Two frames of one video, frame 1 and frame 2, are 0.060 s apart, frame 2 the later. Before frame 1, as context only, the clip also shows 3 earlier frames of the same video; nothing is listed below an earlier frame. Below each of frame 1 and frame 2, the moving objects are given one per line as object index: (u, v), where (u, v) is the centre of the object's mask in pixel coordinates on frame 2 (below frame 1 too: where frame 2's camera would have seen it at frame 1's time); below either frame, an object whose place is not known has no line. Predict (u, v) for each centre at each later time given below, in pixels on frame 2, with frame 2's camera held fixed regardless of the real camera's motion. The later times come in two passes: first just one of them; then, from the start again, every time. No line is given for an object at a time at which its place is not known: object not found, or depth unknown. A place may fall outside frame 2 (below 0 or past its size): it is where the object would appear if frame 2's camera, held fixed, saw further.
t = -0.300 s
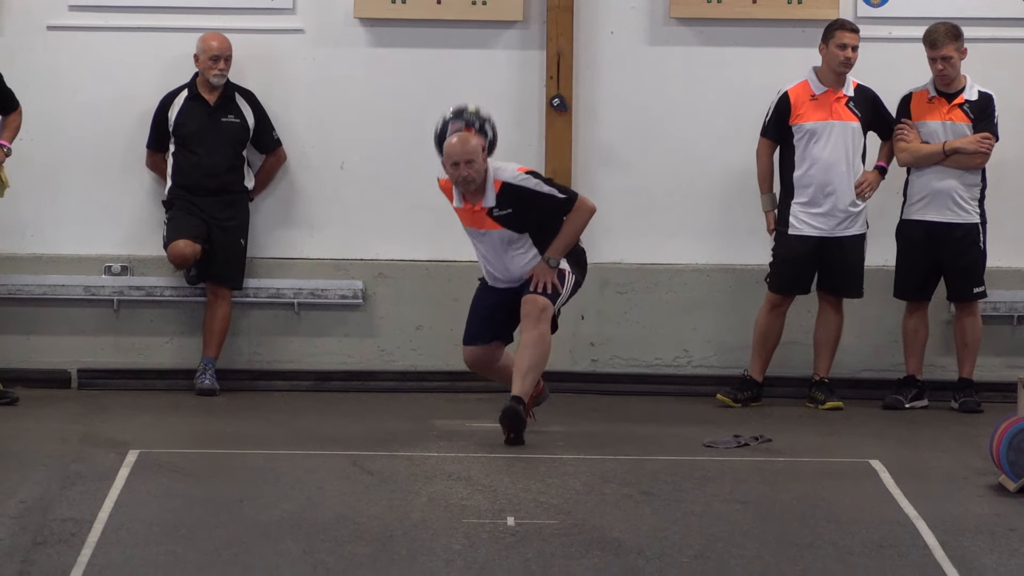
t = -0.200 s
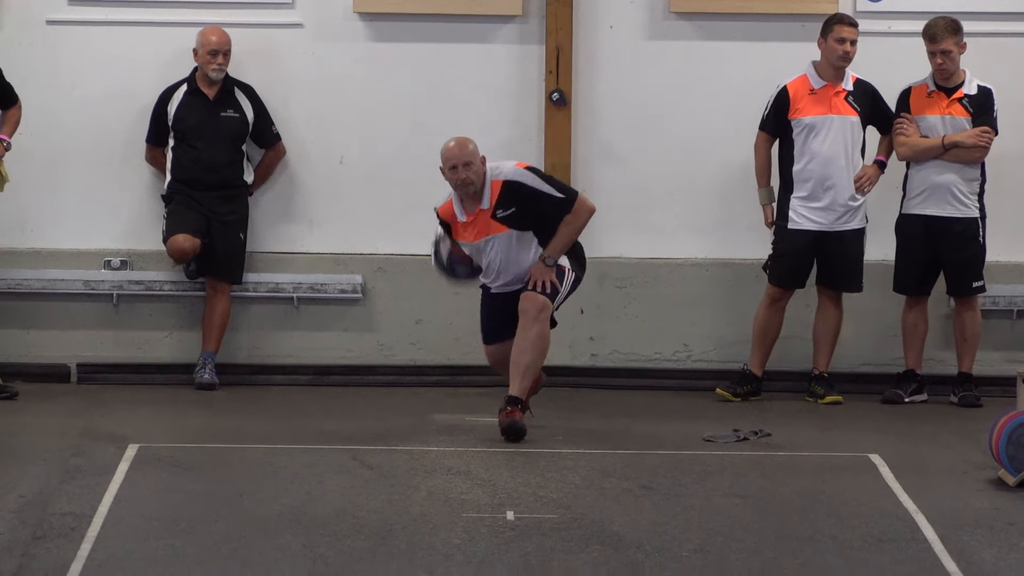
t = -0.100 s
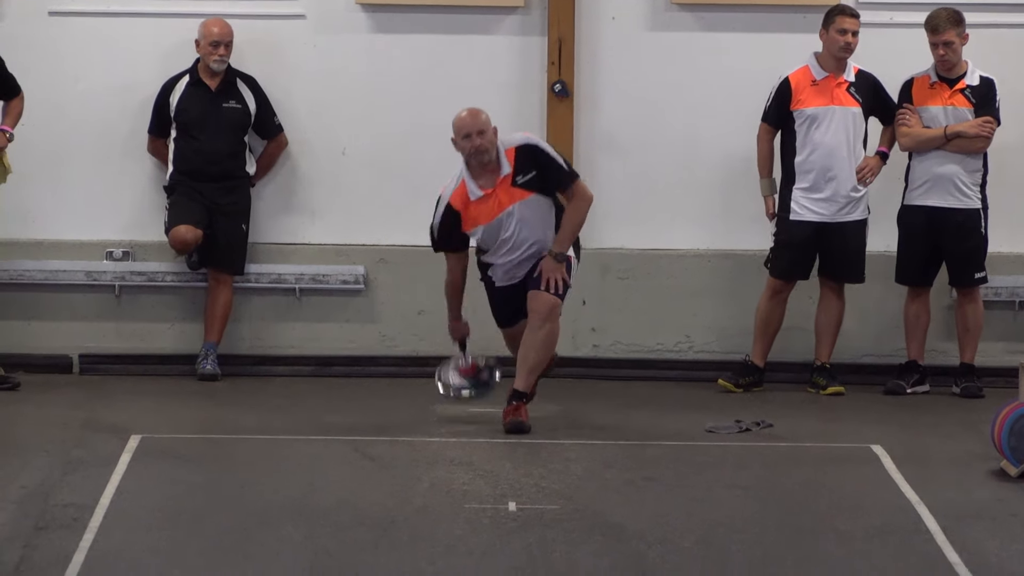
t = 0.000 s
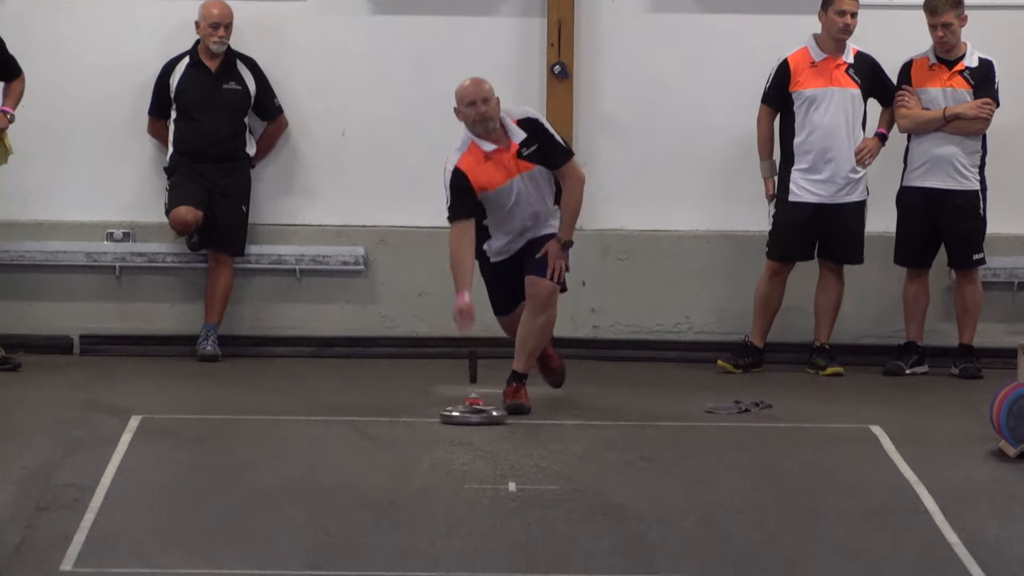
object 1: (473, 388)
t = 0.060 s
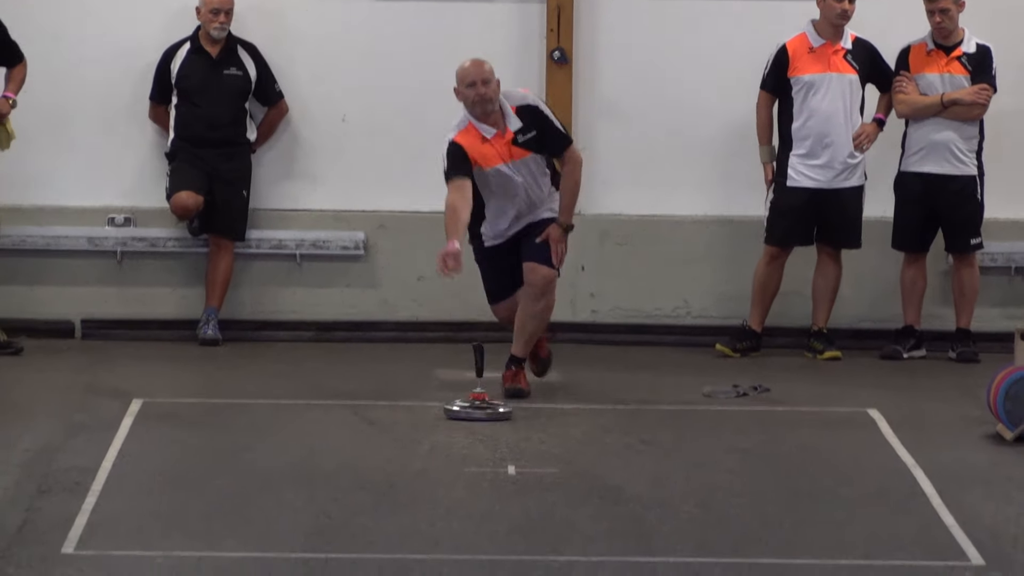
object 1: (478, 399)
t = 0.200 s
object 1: (491, 433)
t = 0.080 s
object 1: (479, 404)
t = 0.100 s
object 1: (481, 408)
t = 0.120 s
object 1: (483, 413)
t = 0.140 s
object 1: (485, 418)
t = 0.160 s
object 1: (487, 424)
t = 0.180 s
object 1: (489, 426)
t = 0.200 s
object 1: (491, 433)
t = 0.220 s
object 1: (493, 438)
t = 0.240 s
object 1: (495, 441)
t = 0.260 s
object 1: (497, 446)
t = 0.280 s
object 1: (499, 449)
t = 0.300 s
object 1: (502, 454)
